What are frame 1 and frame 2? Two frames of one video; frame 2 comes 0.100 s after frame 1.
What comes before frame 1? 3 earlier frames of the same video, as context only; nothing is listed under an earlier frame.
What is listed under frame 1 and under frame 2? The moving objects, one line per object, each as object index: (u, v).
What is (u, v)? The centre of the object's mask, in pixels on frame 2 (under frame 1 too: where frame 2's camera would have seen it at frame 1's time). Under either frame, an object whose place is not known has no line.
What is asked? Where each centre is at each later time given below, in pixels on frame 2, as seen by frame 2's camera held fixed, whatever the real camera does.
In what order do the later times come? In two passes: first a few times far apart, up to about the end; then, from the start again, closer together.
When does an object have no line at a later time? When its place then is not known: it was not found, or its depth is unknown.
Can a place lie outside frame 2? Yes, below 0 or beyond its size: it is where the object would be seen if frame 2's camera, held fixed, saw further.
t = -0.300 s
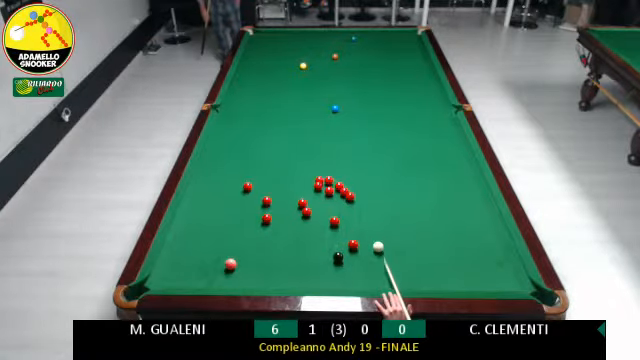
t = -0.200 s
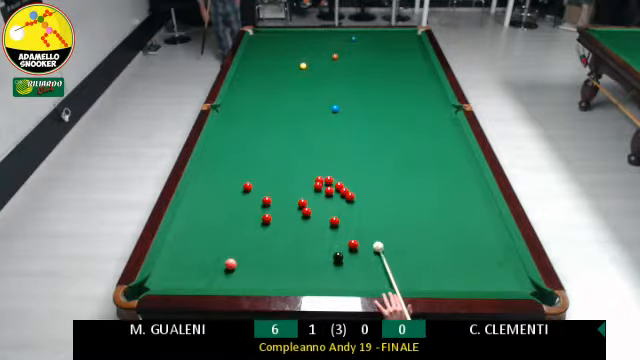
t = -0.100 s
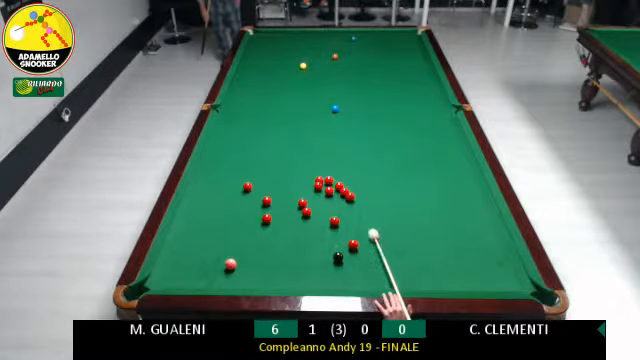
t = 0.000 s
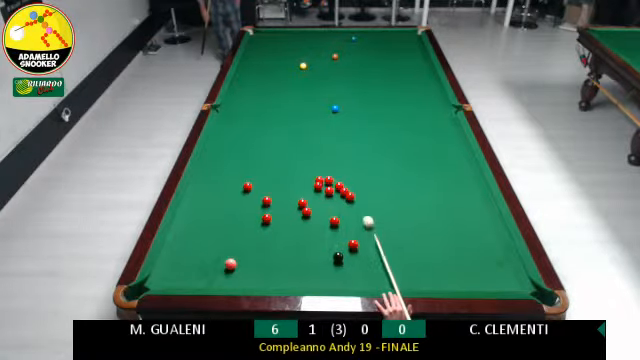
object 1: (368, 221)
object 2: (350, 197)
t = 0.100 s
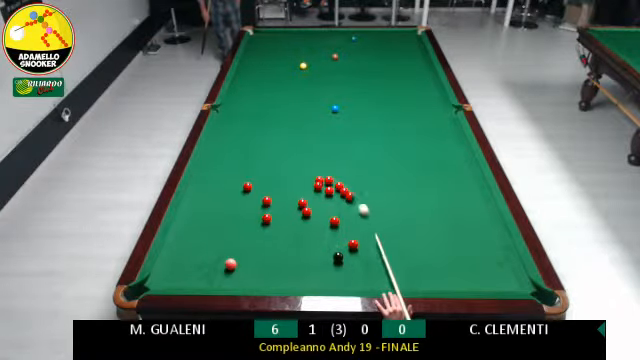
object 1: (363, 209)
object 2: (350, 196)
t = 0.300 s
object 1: (361, 189)
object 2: (347, 197)
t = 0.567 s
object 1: (365, 168)
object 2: (342, 199)
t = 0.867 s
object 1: (369, 148)
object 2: (338, 201)
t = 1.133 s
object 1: (372, 132)
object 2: (335, 202)
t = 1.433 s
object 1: (375, 117)
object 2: (333, 202)
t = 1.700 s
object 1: (378, 105)
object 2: (332, 202)
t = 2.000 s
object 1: (380, 93)
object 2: (332, 202)
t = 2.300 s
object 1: (382, 84)
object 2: (332, 202)
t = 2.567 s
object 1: (383, 76)
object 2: (332, 202)
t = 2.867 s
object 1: (385, 68)
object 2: (332, 202)
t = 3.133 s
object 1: (386, 61)
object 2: (332, 202)
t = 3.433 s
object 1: (387, 55)
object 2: (332, 202)
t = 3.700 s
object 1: (388, 50)
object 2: (332, 202)
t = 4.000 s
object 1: (389, 45)
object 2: (332, 202)
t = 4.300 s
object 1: (390, 41)
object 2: (332, 202)
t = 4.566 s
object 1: (391, 37)
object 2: (332, 202)
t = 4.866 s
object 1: (391, 34)
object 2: (332, 202)
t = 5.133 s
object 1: (392, 31)
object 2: (332, 202)
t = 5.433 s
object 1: (393, 32)
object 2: (332, 202)
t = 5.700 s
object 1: (394, 34)
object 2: (332, 202)
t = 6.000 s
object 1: (395, 35)
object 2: (332, 202)
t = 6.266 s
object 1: (395, 36)
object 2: (332, 202)
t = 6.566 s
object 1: (396, 37)
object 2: (332, 202)
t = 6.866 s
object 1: (396, 37)
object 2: (332, 202)
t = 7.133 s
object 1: (396, 38)
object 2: (331, 202)
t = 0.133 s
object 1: (362, 205)
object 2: (350, 196)
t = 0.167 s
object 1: (361, 202)
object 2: (349, 196)
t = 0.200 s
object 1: (359, 198)
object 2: (349, 196)
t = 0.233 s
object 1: (360, 195)
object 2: (349, 197)
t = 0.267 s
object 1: (360, 192)
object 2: (348, 197)
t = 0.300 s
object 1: (361, 189)
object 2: (347, 197)
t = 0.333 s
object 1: (361, 186)
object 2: (347, 197)
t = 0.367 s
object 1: (362, 183)
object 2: (346, 198)
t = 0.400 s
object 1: (363, 181)
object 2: (346, 198)
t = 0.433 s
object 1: (363, 178)
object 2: (346, 198)
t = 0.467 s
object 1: (364, 175)
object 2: (344, 198)
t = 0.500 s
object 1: (364, 173)
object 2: (344, 198)
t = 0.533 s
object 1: (365, 170)
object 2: (343, 199)
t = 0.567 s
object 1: (365, 168)
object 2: (342, 199)
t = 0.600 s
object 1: (366, 166)
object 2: (342, 199)
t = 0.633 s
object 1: (366, 164)
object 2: (341, 199)
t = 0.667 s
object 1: (367, 161)
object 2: (341, 200)
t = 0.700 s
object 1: (367, 158)
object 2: (341, 200)
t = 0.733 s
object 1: (368, 156)
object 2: (340, 200)
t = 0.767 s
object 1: (368, 154)
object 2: (340, 200)
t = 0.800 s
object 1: (369, 152)
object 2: (339, 200)
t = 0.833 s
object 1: (369, 150)
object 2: (338, 201)
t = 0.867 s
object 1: (369, 148)
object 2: (338, 201)
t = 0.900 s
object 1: (370, 146)
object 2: (337, 201)
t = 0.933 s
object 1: (370, 144)
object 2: (337, 201)
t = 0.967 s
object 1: (370, 142)
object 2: (337, 201)
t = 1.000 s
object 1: (371, 140)
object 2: (336, 201)
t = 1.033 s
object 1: (372, 138)
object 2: (336, 201)
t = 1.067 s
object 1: (372, 136)
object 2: (336, 201)
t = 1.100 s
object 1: (372, 134)
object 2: (335, 202)
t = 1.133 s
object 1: (372, 132)
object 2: (335, 202)
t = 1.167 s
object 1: (373, 130)
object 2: (335, 202)
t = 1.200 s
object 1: (373, 128)
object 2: (334, 202)
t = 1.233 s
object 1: (373, 127)
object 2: (333, 202)
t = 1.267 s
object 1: (374, 124)
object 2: (333, 202)
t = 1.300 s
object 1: (374, 123)
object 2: (333, 202)
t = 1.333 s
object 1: (374, 122)
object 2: (333, 202)
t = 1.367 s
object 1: (375, 120)
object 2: (333, 202)
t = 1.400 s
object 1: (375, 118)
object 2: (333, 202)
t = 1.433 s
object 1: (375, 117)
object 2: (333, 202)
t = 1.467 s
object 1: (376, 115)
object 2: (333, 202)
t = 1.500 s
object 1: (376, 114)
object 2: (332, 202)
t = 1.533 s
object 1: (376, 112)
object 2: (332, 202)
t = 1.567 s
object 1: (377, 111)
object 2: (332, 202)
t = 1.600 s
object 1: (377, 109)
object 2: (332, 202)
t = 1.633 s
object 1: (377, 108)
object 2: (332, 202)
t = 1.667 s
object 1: (377, 106)
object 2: (332, 202)
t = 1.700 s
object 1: (378, 105)
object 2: (332, 202)
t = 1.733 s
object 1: (378, 104)
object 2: (332, 202)
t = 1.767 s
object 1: (378, 102)
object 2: (332, 202)
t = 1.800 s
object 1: (378, 101)
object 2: (332, 202)
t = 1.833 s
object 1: (379, 100)
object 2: (332, 202)
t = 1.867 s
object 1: (379, 99)
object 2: (332, 202)
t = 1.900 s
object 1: (379, 98)
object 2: (332, 202)
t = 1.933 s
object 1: (379, 96)
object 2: (332, 202)
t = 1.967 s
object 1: (380, 95)
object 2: (332, 202)
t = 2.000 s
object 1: (380, 93)
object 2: (332, 202)
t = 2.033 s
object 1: (380, 92)
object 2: (332, 202)
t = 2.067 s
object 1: (380, 91)
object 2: (332, 202)
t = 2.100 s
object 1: (380, 90)
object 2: (332, 202)
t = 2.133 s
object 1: (381, 89)
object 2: (332, 202)
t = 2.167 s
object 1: (381, 88)
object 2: (332, 202)
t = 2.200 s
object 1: (381, 87)
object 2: (332, 202)
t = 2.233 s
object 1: (381, 85)
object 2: (332, 202)
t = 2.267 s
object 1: (381, 85)
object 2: (332, 202)
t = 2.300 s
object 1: (382, 84)
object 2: (332, 202)
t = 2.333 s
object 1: (382, 82)
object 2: (332, 202)
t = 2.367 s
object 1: (382, 82)
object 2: (332, 202)
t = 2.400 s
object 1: (382, 81)
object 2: (332, 202)
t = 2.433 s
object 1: (383, 80)
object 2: (332, 202)
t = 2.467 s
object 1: (383, 79)
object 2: (332, 202)
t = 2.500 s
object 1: (383, 77)
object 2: (332, 202)
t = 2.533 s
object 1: (383, 76)
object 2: (332, 202)
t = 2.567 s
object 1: (383, 76)
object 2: (332, 202)
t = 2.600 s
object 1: (384, 75)
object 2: (332, 202)
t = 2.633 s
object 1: (384, 74)
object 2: (332, 202)
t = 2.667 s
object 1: (384, 73)
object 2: (332, 202)
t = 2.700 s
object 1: (384, 72)
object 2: (332, 202)
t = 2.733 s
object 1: (384, 71)
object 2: (332, 202)
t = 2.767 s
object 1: (384, 70)
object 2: (332, 202)
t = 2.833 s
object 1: (384, 69)
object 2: (332, 202)
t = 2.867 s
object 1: (385, 68)
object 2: (332, 202)
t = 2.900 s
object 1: (385, 67)
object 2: (332, 202)
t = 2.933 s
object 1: (385, 67)
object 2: (332, 202)
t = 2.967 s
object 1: (386, 66)
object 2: (332, 202)
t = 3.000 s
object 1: (386, 66)
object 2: (332, 202)
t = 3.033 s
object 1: (386, 64)
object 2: (332, 202)
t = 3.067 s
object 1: (387, 63)
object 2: (332, 202)
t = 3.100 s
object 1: (386, 62)
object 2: (332, 202)
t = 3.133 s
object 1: (386, 61)
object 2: (332, 202)
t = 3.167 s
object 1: (386, 60)
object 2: (332, 202)
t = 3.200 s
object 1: (387, 60)
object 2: (332, 202)
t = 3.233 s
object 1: (387, 59)
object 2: (332, 202)
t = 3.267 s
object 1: (387, 59)
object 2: (332, 202)
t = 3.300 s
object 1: (387, 58)
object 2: (332, 202)
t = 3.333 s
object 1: (387, 57)
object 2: (332, 202)
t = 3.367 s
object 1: (387, 57)
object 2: (332, 202)
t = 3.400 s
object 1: (387, 56)
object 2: (332, 202)
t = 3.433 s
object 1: (387, 55)
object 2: (332, 202)
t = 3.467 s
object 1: (388, 54)
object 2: (332, 202)
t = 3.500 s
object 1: (387, 54)
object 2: (332, 202)
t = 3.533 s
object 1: (388, 53)
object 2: (332, 202)
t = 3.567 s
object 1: (388, 52)
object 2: (332, 202)
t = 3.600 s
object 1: (388, 52)
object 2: (332, 202)
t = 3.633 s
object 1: (388, 51)
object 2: (332, 202)
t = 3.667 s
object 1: (388, 51)
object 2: (332, 202)
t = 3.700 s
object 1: (388, 50)
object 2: (332, 202)
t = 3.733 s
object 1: (388, 50)
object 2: (332, 202)
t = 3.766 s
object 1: (388, 49)
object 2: (332, 202)
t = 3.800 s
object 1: (389, 49)
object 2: (332, 202)
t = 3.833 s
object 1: (389, 48)
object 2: (332, 202)
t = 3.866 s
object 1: (389, 47)
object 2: (332, 202)
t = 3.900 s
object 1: (389, 47)
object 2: (332, 202)
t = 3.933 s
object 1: (389, 46)
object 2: (332, 202)
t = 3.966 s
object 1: (389, 46)
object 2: (332, 202)
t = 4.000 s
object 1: (389, 45)
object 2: (332, 202)
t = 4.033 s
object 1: (389, 45)
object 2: (332, 202)
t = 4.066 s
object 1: (389, 44)
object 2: (332, 202)
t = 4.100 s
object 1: (390, 43)
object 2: (332, 202)
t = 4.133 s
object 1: (390, 43)
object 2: (332, 202)
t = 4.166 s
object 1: (390, 43)
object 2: (332, 202)
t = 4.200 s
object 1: (390, 42)
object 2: (332, 202)
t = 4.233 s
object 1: (390, 42)
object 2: (332, 202)
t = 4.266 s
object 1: (390, 41)
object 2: (332, 202)
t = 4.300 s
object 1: (390, 41)
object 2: (332, 202)
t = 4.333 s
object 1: (390, 40)
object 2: (332, 202)
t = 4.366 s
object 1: (390, 40)
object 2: (332, 202)
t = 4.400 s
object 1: (390, 40)
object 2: (332, 202)
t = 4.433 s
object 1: (390, 39)
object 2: (332, 202)
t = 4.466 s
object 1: (390, 39)
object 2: (332, 202)
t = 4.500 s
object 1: (391, 38)
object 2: (332, 202)
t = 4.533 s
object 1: (391, 38)
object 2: (332, 202)
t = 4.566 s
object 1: (391, 37)
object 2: (332, 202)
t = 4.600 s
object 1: (391, 37)
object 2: (332, 202)
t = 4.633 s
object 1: (391, 36)
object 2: (332, 202)
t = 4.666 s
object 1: (391, 36)
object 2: (332, 202)
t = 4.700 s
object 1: (391, 36)
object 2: (332, 202)
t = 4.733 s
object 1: (391, 36)
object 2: (332, 202)
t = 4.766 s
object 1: (391, 35)
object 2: (332, 202)
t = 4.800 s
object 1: (391, 35)
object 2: (332, 202)
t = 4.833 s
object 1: (391, 35)
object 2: (332, 202)
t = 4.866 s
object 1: (391, 34)
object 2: (332, 202)
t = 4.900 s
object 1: (391, 34)
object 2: (332, 202)
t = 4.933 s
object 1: (392, 33)
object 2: (332, 202)
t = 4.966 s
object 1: (391, 33)
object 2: (332, 202)
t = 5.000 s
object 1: (392, 33)
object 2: (332, 202)
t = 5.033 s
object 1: (392, 32)
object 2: (332, 202)
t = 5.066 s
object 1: (392, 32)
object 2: (332, 202)
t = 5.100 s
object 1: (392, 31)
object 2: (332, 202)
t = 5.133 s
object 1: (392, 31)
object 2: (332, 202)
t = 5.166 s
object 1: (392, 31)
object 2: (332, 202)
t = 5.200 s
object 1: (392, 31)
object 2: (332, 202)
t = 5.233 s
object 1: (392, 31)
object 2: (332, 202)
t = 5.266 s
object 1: (392, 32)
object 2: (332, 202)
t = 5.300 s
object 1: (392, 32)
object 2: (332, 202)
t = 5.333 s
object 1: (392, 32)
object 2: (332, 202)
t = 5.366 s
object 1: (393, 32)
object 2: (332, 202)
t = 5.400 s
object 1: (393, 32)
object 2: (332, 202)
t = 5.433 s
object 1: (393, 32)
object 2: (332, 202)
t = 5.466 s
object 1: (393, 33)
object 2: (332, 202)
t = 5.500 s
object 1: (393, 33)
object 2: (332, 202)
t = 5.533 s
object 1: (393, 33)
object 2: (332, 202)
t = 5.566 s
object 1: (393, 33)
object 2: (332, 202)
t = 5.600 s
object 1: (393, 34)
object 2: (332, 202)
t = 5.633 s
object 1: (394, 34)
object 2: (332, 202)
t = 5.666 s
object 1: (394, 34)
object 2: (332, 202)
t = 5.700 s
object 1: (394, 34)
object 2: (332, 202)
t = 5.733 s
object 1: (394, 34)
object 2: (332, 202)
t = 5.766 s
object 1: (394, 35)
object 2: (332, 202)
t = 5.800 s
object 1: (394, 35)
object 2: (332, 202)
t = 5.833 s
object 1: (394, 35)
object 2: (332, 202)
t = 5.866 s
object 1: (394, 35)
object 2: (332, 202)
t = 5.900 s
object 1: (395, 35)
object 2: (332, 202)
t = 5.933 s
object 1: (395, 35)
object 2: (332, 202)
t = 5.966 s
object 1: (395, 35)
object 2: (332, 202)
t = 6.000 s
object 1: (395, 35)
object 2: (332, 202)
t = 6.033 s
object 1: (395, 35)
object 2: (332, 202)
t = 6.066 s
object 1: (395, 35)
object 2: (332, 202)
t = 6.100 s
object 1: (395, 36)
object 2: (332, 202)
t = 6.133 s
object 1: (395, 36)
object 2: (332, 202)
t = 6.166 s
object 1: (395, 36)
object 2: (332, 202)
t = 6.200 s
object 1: (395, 36)
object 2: (332, 202)
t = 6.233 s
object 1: (395, 36)
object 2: (332, 202)
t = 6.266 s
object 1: (395, 36)
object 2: (332, 202)
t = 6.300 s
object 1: (395, 36)
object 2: (332, 202)
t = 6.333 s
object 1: (395, 36)
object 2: (332, 202)
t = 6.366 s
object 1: (396, 36)
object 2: (332, 202)
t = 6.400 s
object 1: (396, 37)
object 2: (332, 202)
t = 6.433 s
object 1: (396, 37)
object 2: (332, 202)
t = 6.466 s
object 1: (396, 37)
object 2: (332, 202)
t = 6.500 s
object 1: (396, 37)
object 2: (332, 202)
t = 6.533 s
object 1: (396, 37)
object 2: (332, 202)
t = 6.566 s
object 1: (396, 37)
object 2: (332, 202)
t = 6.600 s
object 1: (396, 37)
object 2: (332, 202)
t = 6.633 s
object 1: (396, 37)
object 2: (332, 202)
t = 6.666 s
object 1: (396, 37)
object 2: (332, 202)
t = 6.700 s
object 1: (396, 37)
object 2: (332, 202)
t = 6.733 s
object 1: (396, 37)
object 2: (332, 202)
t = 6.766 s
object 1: (396, 37)
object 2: (332, 202)
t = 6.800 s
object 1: (396, 37)
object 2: (332, 202)
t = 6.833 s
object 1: (396, 37)
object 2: (332, 202)
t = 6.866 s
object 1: (396, 37)
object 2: (332, 202)
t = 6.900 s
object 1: (396, 37)
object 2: (332, 202)
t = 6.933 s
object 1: (396, 37)
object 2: (332, 202)
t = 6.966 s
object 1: (396, 38)
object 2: (331, 202)
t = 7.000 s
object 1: (396, 38)
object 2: (331, 202)
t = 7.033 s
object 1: (396, 38)
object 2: (331, 202)
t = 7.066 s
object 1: (396, 38)
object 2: (331, 202)
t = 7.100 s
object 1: (396, 38)
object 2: (331, 202)
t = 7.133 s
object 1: (396, 38)
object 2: (331, 202)
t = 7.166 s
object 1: (396, 38)
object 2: (331, 202)
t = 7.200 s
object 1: (396, 38)
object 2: (331, 202)
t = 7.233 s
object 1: (396, 38)
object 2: (331, 202)
